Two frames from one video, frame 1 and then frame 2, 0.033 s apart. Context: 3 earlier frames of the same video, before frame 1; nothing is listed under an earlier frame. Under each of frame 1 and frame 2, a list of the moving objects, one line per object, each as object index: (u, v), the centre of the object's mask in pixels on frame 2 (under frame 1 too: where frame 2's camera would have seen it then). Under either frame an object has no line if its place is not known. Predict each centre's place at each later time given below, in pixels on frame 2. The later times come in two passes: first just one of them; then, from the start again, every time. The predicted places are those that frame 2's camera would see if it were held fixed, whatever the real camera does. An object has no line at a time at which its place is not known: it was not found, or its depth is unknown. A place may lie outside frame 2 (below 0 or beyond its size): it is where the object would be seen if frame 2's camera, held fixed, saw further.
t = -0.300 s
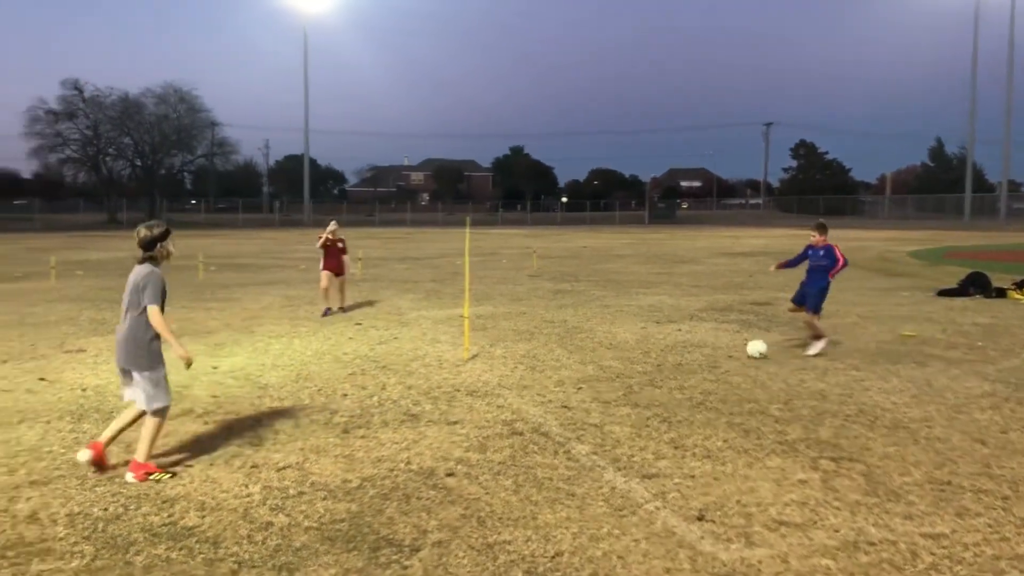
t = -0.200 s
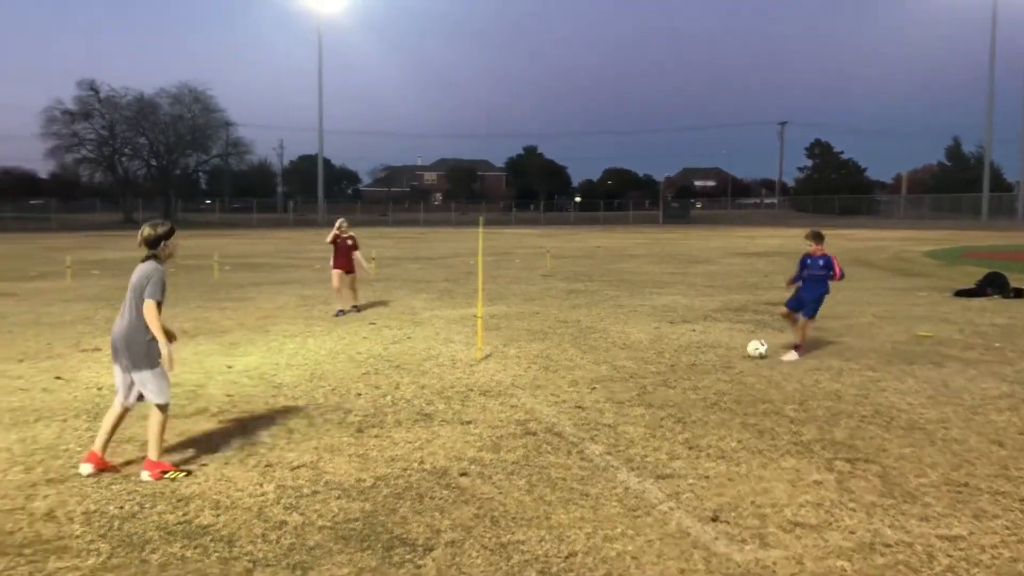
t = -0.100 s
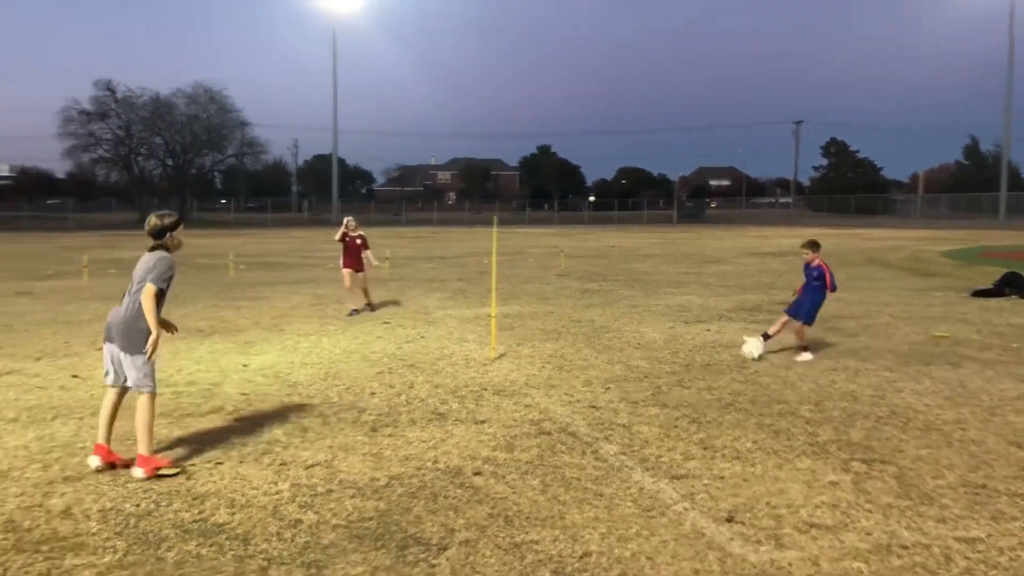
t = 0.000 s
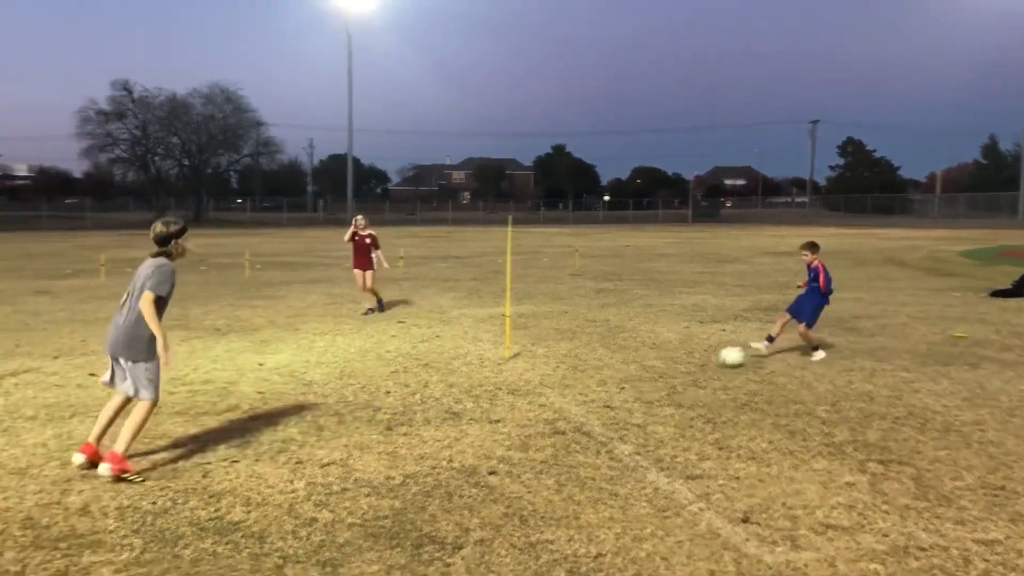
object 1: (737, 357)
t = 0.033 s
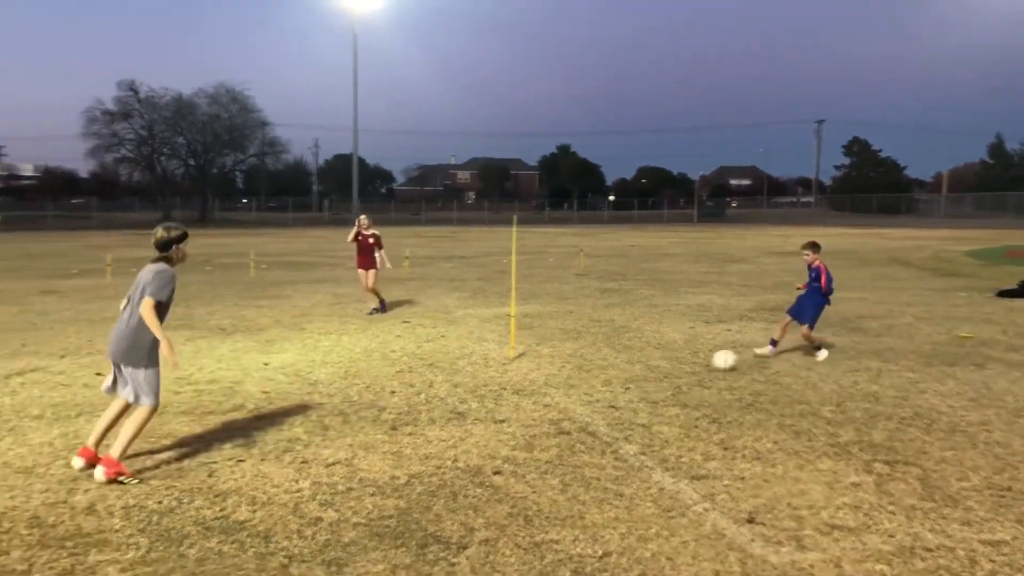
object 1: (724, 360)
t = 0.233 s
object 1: (647, 376)
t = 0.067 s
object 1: (712, 363)
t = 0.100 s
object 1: (699, 365)
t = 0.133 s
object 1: (688, 367)
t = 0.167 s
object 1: (674, 369)
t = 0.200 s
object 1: (661, 372)
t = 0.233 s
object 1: (647, 376)
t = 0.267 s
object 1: (635, 379)
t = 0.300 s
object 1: (622, 381)
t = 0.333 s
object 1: (609, 383)
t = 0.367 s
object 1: (595, 386)
